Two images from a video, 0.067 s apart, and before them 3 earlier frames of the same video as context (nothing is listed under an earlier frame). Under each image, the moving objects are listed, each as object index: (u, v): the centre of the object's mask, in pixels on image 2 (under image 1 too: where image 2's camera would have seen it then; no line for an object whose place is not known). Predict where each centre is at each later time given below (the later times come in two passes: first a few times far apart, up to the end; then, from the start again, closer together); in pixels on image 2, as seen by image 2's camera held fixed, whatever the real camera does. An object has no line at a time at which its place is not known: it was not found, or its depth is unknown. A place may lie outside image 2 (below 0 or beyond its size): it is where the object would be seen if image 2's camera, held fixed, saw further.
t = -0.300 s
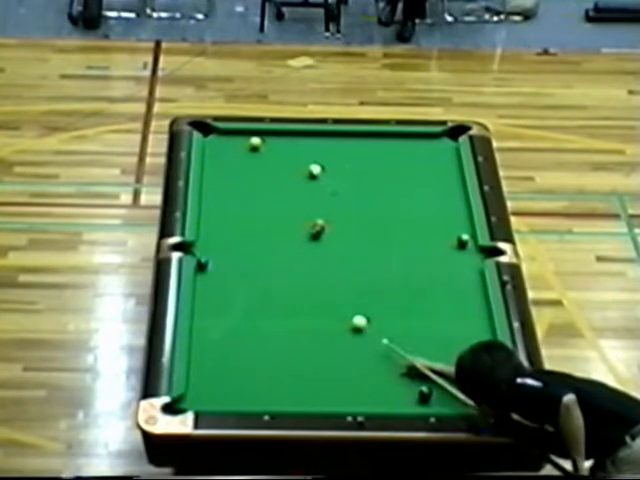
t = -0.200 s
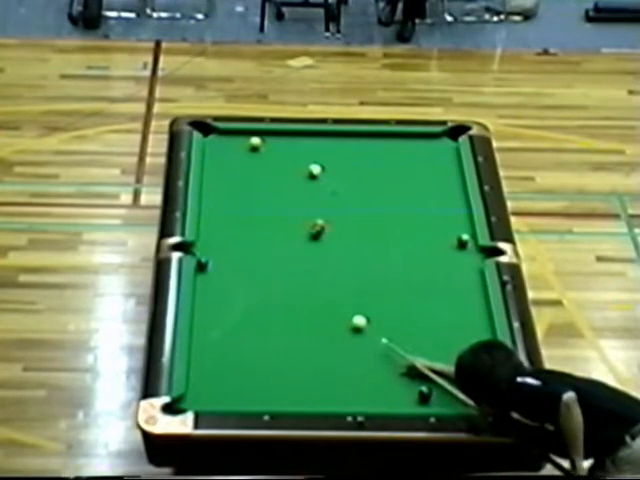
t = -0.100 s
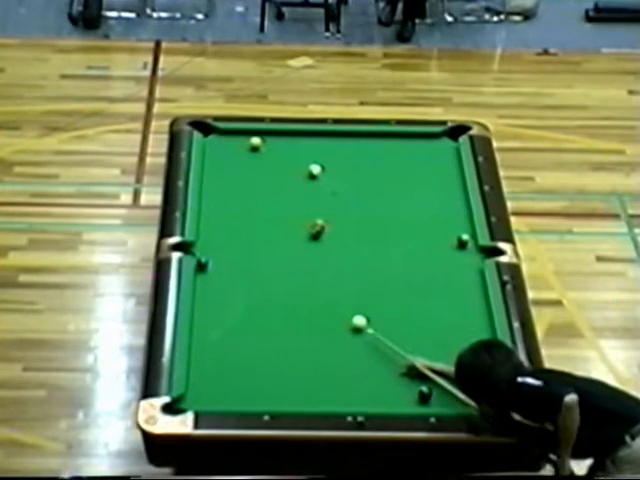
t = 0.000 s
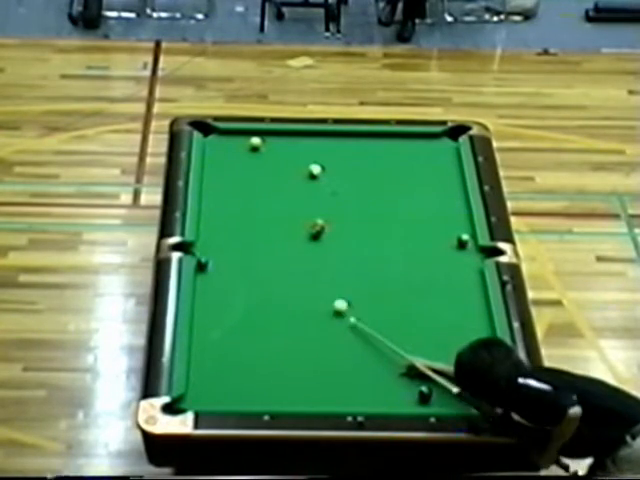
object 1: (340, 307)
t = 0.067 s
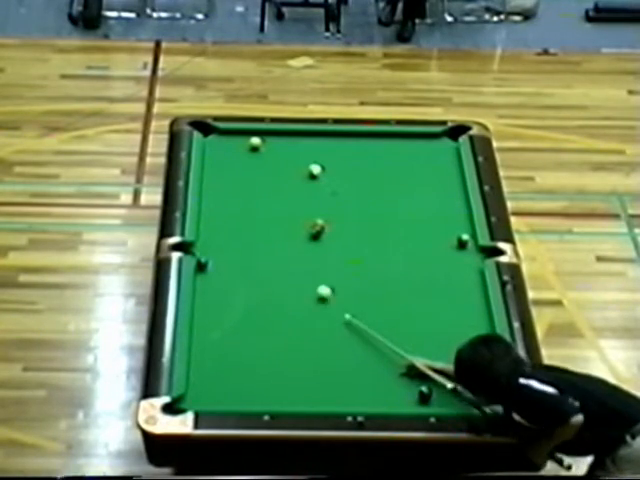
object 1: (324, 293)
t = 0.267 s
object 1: (281, 257)
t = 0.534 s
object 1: (229, 213)
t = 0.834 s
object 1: (223, 176)
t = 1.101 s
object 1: (247, 150)
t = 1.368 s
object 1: (247, 141)
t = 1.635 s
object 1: (246, 133)
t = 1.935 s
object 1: (246, 135)
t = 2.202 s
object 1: (247, 139)
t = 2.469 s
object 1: (247, 141)
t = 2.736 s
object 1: (247, 144)
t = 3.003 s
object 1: (248, 145)
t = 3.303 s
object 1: (248, 147)
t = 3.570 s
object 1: (248, 148)
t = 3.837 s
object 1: (248, 149)
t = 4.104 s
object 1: (248, 149)
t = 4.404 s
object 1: (248, 149)
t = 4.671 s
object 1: (248, 149)
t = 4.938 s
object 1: (248, 149)
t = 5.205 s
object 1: (248, 149)
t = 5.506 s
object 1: (248, 149)
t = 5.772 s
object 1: (248, 149)
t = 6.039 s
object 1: (248, 149)
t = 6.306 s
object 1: (248, 149)
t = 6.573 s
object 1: (249, 149)
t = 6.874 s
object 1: (249, 149)
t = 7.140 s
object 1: (249, 149)
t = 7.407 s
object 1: (248, 149)
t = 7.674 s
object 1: (248, 149)
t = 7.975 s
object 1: (248, 149)
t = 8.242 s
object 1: (248, 149)
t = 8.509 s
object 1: (248, 149)
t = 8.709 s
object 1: (248, 149)
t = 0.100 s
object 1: (316, 286)
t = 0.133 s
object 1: (309, 280)
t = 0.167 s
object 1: (302, 275)
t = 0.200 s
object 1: (295, 268)
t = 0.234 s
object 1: (288, 263)
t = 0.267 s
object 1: (281, 257)
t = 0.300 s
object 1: (274, 251)
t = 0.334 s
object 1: (267, 245)
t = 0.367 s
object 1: (261, 240)
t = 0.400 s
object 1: (254, 234)
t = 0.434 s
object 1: (247, 229)
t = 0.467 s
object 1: (241, 224)
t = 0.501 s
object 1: (235, 218)
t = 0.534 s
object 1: (229, 213)
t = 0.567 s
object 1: (222, 208)
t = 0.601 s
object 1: (216, 202)
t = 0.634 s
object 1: (210, 197)
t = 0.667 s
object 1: (205, 193)
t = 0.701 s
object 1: (209, 189)
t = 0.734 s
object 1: (214, 186)
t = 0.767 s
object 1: (217, 182)
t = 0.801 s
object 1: (221, 179)
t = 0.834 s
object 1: (223, 176)
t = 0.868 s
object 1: (226, 172)
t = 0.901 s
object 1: (230, 169)
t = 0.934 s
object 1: (233, 165)
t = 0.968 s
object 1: (236, 162)
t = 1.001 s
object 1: (239, 159)
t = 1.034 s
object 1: (241, 156)
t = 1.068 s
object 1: (244, 153)
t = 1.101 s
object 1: (247, 150)
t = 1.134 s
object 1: (249, 148)
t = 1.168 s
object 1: (248, 147)
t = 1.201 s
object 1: (248, 146)
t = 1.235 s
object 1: (247, 145)
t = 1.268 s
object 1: (247, 144)
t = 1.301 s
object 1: (247, 143)
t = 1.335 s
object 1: (247, 142)
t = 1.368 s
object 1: (247, 141)
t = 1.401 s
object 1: (247, 140)
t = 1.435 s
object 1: (246, 139)
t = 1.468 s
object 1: (246, 138)
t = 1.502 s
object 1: (246, 137)
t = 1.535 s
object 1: (246, 137)
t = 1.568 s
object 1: (246, 135)
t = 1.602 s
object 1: (246, 135)
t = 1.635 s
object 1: (246, 133)
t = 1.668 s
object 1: (245, 133)
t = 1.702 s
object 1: (245, 132)
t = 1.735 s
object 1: (245, 133)
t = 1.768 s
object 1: (245, 133)
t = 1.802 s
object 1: (246, 133)
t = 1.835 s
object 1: (246, 134)
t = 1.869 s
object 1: (246, 135)
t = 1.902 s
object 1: (246, 135)
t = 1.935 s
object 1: (246, 135)
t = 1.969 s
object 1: (246, 136)
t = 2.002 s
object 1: (246, 136)
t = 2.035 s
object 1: (246, 137)
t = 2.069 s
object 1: (247, 137)
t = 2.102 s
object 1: (246, 137)
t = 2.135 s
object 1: (247, 138)
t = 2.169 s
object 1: (247, 138)
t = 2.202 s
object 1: (247, 139)
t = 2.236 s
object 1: (247, 139)
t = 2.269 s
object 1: (247, 139)
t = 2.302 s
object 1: (247, 140)
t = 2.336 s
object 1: (247, 140)
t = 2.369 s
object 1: (247, 140)
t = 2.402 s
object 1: (247, 141)
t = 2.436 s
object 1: (247, 141)
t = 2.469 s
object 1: (247, 141)
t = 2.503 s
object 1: (247, 141)
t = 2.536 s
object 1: (247, 142)
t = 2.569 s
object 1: (247, 142)
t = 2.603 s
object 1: (247, 142)
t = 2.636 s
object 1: (247, 142)
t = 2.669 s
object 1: (247, 143)
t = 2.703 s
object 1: (247, 143)
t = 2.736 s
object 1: (247, 144)
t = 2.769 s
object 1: (247, 144)
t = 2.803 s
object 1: (247, 144)
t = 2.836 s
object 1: (248, 144)
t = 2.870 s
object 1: (248, 144)
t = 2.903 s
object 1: (248, 145)
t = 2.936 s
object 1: (248, 145)
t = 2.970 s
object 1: (248, 145)
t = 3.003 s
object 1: (248, 145)
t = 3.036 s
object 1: (248, 146)
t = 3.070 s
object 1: (248, 146)
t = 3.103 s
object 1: (248, 146)
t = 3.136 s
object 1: (248, 146)
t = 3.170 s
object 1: (248, 146)
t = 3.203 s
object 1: (248, 146)
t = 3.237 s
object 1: (248, 147)
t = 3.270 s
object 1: (248, 147)
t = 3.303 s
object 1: (248, 147)
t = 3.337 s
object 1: (248, 147)
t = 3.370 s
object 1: (248, 148)
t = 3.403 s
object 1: (248, 148)
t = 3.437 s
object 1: (248, 148)
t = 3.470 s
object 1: (248, 148)
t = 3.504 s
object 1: (248, 148)
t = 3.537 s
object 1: (248, 148)
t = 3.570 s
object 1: (248, 148)
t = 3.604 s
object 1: (248, 148)
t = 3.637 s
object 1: (248, 148)
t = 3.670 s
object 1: (248, 149)
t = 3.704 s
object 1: (248, 149)
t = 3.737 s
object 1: (248, 149)
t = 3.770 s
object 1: (248, 149)
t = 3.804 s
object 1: (248, 149)
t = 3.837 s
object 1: (248, 149)
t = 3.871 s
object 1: (248, 149)
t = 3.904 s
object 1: (248, 149)
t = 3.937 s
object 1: (248, 149)
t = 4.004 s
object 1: (248, 149)
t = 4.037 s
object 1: (248, 149)
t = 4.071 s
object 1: (248, 149)
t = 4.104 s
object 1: (248, 149)
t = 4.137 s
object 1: (248, 149)
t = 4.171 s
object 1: (248, 149)
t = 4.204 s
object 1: (248, 149)
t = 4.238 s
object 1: (248, 149)
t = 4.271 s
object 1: (248, 149)
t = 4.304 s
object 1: (248, 149)
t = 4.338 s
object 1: (248, 149)
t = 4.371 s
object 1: (248, 149)
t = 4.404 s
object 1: (248, 149)
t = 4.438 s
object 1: (248, 149)
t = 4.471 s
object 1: (248, 149)
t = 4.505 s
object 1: (248, 149)
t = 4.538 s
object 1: (248, 149)
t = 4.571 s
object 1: (248, 149)
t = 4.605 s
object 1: (248, 149)
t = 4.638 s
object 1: (248, 149)
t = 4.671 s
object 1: (248, 149)
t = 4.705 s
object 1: (248, 149)
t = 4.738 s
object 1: (248, 149)
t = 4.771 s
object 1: (248, 149)
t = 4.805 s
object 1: (248, 149)
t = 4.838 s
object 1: (248, 149)
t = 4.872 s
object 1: (248, 149)
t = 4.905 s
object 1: (248, 149)
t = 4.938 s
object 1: (248, 149)
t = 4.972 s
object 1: (248, 149)
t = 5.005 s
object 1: (248, 149)
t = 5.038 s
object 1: (248, 149)
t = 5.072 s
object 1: (248, 149)
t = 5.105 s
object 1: (248, 149)
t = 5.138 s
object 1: (248, 149)
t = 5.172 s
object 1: (248, 149)
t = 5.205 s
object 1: (248, 149)
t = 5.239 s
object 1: (248, 149)
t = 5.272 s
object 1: (248, 149)
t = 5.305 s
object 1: (248, 149)
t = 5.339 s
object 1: (248, 149)
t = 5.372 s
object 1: (248, 149)
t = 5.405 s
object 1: (248, 149)
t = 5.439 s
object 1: (248, 149)
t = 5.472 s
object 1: (248, 149)
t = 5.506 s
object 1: (248, 149)
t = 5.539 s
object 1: (248, 149)
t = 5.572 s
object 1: (248, 149)
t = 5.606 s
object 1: (248, 149)
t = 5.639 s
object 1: (248, 149)
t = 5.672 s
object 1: (248, 149)
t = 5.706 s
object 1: (248, 149)
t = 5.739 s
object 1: (248, 149)
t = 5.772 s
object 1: (248, 149)
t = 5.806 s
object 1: (248, 149)
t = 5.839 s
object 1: (248, 149)
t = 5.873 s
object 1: (248, 149)
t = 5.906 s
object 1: (248, 149)
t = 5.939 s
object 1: (248, 149)
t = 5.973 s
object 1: (248, 149)
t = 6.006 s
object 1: (248, 149)
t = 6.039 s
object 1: (248, 149)
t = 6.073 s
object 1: (248, 149)
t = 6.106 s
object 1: (248, 149)
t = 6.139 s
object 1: (248, 149)
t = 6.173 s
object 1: (248, 149)
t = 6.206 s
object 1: (248, 149)
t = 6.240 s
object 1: (248, 149)
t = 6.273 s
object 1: (248, 149)
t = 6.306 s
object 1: (248, 149)
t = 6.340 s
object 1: (248, 149)
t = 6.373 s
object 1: (249, 149)
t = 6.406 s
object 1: (249, 149)
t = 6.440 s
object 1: (249, 149)
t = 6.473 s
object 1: (249, 149)
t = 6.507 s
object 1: (249, 149)
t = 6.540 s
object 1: (249, 149)
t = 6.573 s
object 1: (249, 149)
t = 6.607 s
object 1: (249, 149)
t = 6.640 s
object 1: (249, 149)
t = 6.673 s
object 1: (249, 149)
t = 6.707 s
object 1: (249, 149)
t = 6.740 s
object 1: (249, 149)
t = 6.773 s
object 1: (249, 149)
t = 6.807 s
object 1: (249, 149)
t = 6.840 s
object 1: (249, 149)
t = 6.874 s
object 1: (249, 149)
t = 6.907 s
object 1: (249, 149)
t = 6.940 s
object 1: (249, 149)
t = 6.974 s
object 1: (249, 149)
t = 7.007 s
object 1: (249, 149)
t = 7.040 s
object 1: (249, 149)
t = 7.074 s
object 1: (249, 149)
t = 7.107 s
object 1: (249, 149)
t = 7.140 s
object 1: (249, 149)
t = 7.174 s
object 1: (249, 149)
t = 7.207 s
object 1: (249, 149)
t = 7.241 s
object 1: (249, 149)
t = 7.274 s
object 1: (248, 149)
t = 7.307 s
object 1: (248, 149)
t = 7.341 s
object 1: (248, 149)
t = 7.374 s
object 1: (248, 149)
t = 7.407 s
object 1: (248, 149)
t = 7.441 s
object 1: (248, 149)
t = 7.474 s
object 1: (248, 149)
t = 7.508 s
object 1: (249, 149)
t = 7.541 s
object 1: (248, 149)
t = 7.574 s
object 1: (248, 149)
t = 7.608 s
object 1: (248, 149)
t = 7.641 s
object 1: (248, 149)
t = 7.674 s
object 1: (248, 149)
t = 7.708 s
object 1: (248, 149)
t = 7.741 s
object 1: (248, 149)
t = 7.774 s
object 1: (248, 149)
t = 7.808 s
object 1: (248, 149)
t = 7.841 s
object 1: (248, 149)
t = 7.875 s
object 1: (248, 149)
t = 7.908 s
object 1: (248, 149)
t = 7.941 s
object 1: (248, 149)
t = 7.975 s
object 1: (248, 149)
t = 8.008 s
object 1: (248, 149)
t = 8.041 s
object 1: (248, 149)
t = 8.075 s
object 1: (248, 149)
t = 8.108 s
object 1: (248, 149)
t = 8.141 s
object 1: (248, 149)
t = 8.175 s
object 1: (248, 149)
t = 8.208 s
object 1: (248, 149)
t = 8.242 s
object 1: (248, 149)
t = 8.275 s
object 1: (248, 149)
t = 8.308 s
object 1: (248, 149)
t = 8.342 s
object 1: (248, 149)
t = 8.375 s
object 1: (248, 149)
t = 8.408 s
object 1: (248, 149)
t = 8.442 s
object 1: (248, 149)
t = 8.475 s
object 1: (248, 149)
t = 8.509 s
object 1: (248, 149)
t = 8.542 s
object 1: (248, 149)
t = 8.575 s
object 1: (248, 149)
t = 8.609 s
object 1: (248, 149)
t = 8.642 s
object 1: (248, 149)
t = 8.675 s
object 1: (248, 149)
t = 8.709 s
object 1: (248, 149)
